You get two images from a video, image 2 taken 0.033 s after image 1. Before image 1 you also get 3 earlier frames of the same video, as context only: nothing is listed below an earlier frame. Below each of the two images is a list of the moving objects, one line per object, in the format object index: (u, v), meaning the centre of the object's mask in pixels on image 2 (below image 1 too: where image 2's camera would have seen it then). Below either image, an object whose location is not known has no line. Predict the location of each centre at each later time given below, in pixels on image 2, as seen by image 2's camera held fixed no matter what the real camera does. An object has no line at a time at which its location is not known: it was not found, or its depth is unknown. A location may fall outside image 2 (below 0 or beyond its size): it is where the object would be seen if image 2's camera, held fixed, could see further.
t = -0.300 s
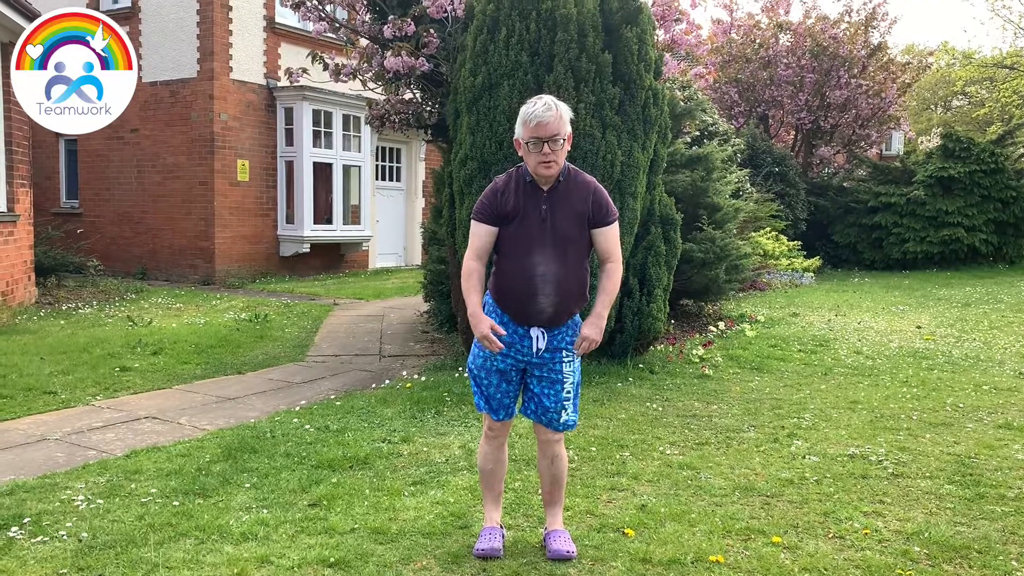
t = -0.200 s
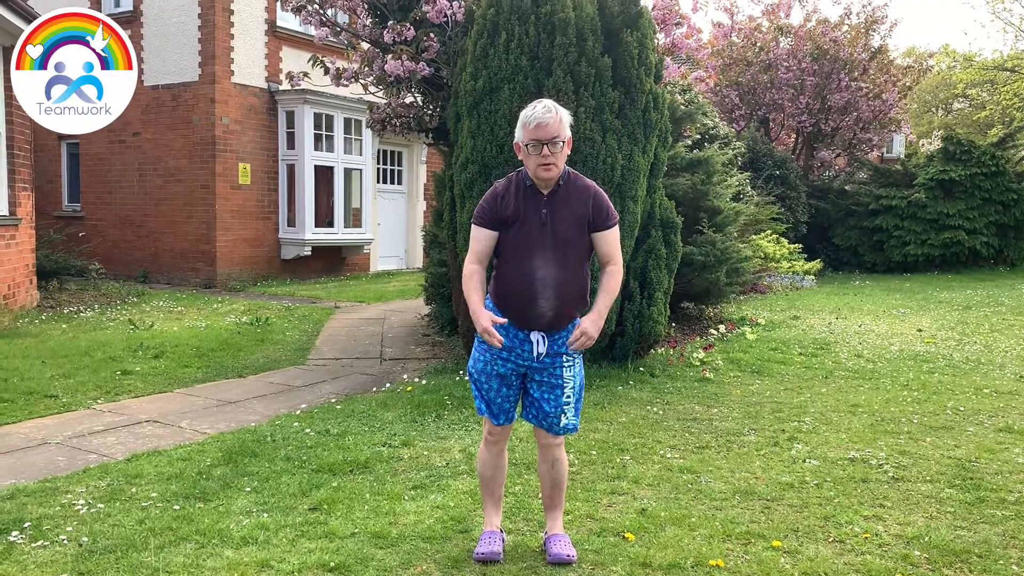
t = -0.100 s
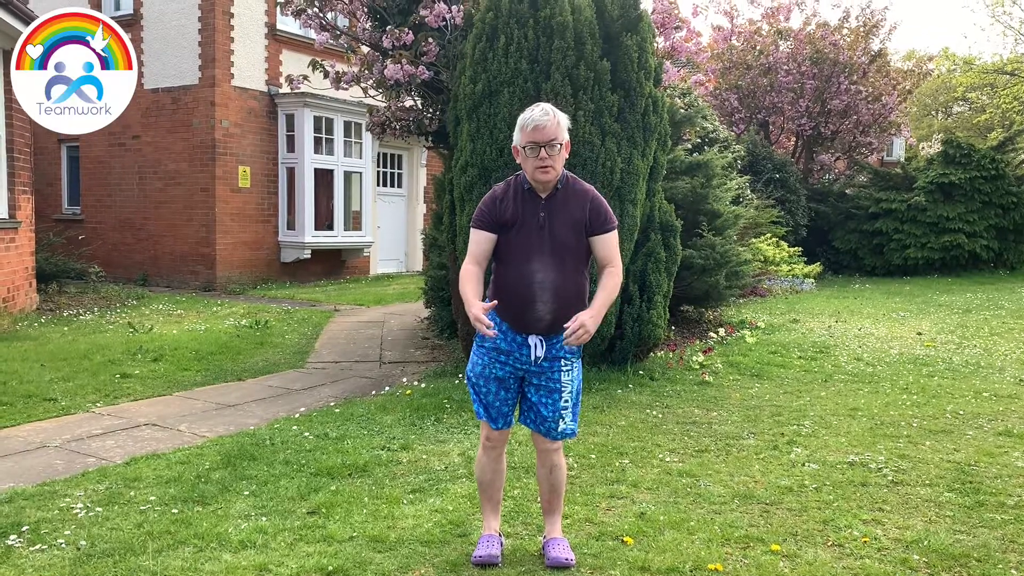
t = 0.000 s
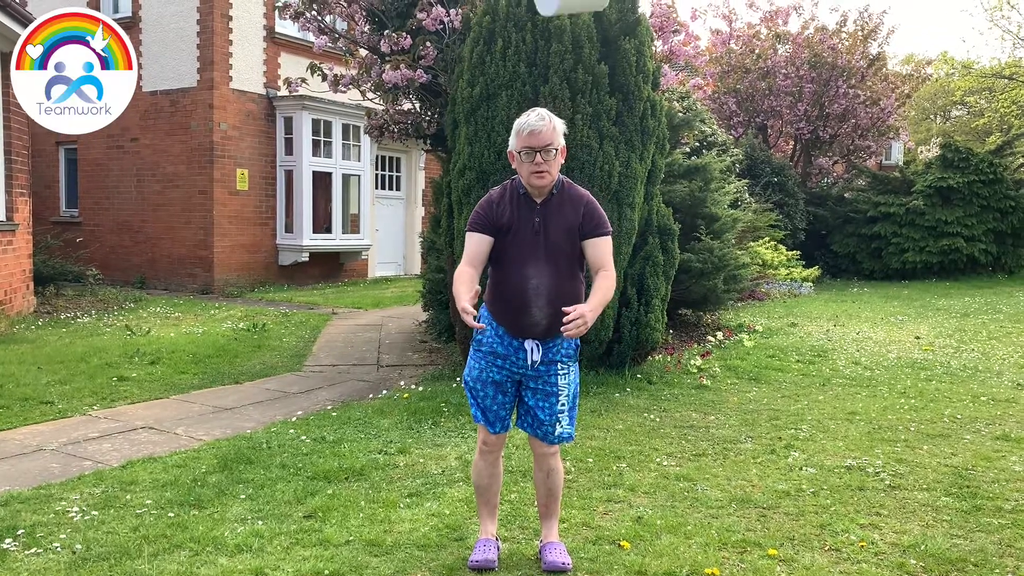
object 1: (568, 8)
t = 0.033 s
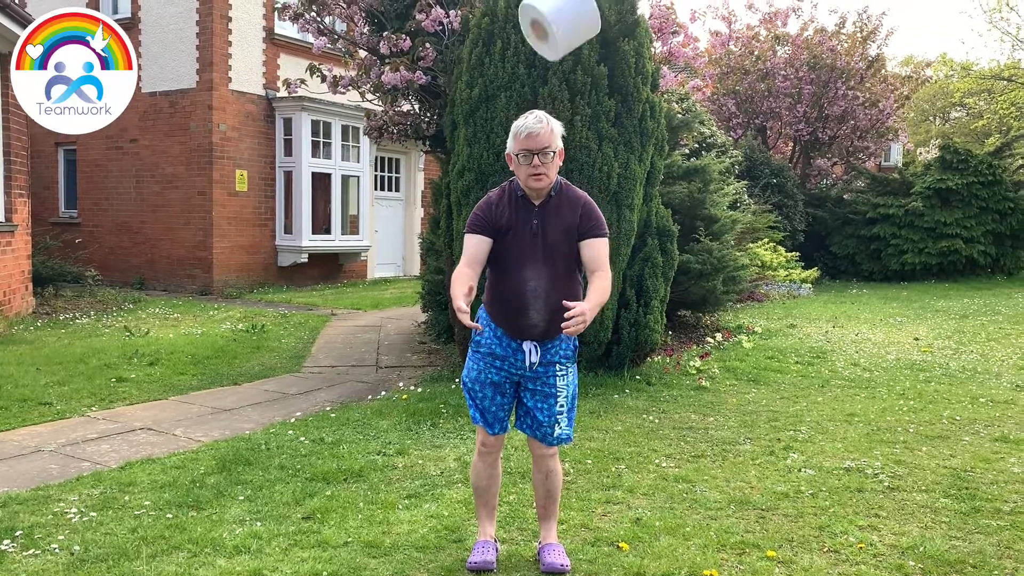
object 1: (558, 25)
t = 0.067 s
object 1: (550, 56)
